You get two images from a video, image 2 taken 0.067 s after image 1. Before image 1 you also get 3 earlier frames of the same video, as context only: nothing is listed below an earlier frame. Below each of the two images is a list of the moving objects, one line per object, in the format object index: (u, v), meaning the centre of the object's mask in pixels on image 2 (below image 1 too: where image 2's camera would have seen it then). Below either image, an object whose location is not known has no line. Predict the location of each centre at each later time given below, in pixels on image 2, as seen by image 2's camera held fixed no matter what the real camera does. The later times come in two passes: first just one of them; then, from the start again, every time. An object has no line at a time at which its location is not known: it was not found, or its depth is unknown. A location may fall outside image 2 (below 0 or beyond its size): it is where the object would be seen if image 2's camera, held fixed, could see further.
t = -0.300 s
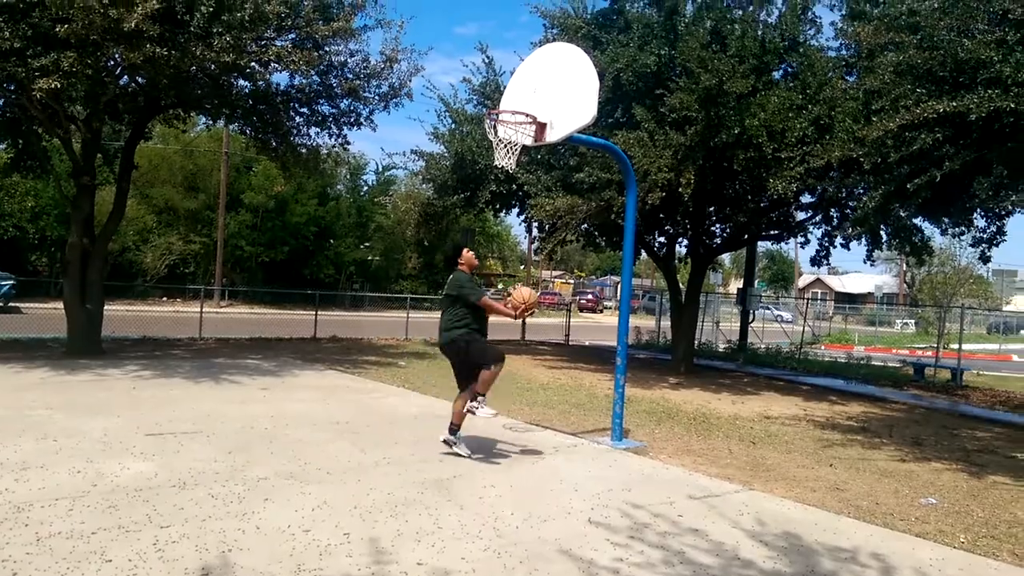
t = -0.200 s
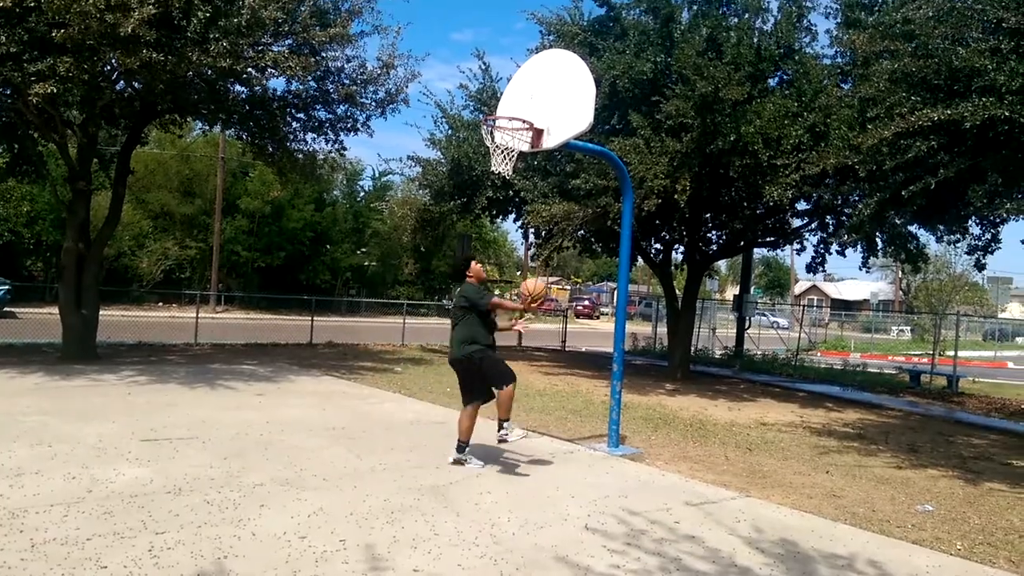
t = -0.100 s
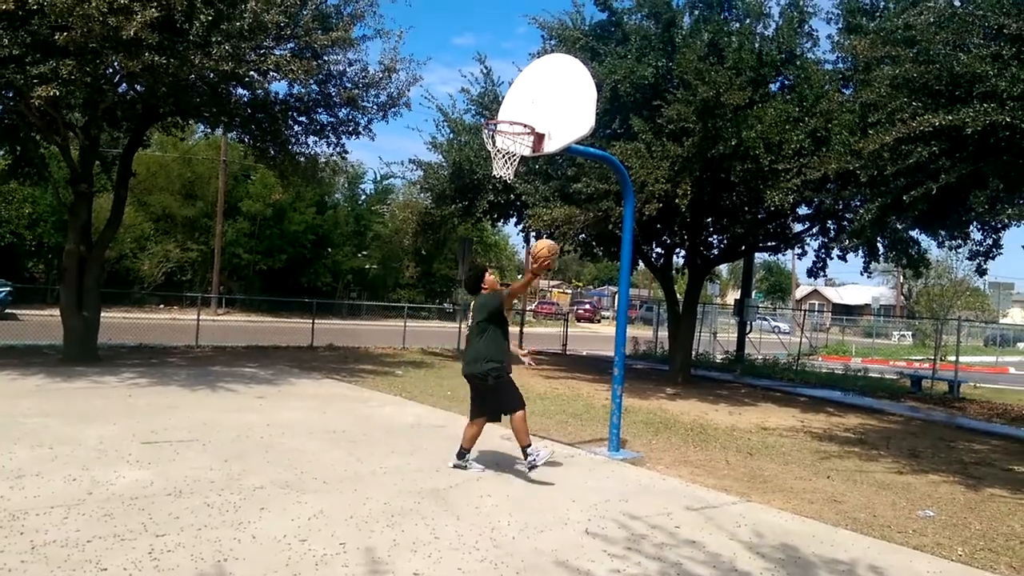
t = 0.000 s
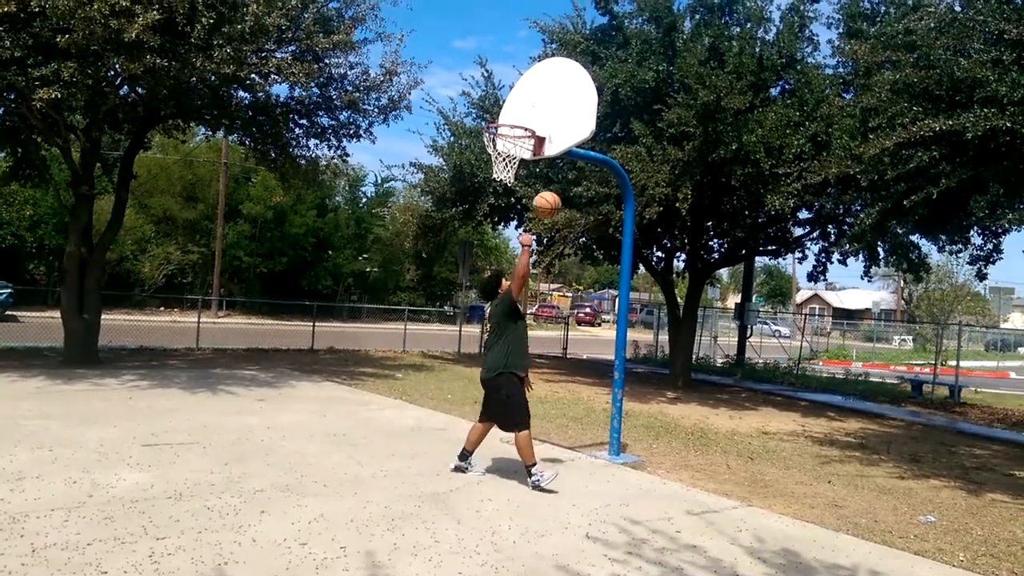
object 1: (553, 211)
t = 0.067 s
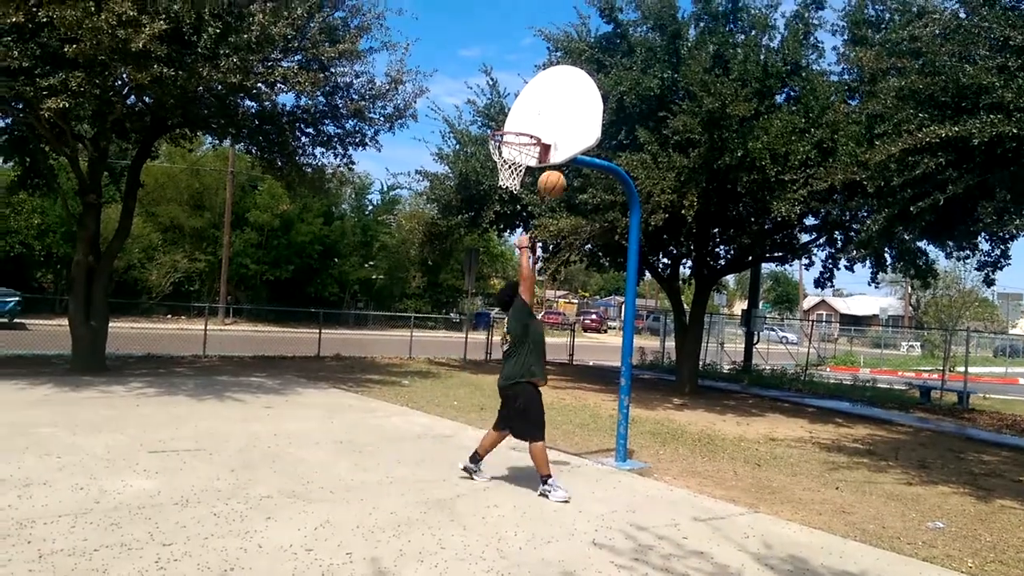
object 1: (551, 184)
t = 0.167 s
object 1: (552, 152)
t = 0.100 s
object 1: (552, 172)
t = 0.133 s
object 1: (553, 161)
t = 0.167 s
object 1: (552, 152)
